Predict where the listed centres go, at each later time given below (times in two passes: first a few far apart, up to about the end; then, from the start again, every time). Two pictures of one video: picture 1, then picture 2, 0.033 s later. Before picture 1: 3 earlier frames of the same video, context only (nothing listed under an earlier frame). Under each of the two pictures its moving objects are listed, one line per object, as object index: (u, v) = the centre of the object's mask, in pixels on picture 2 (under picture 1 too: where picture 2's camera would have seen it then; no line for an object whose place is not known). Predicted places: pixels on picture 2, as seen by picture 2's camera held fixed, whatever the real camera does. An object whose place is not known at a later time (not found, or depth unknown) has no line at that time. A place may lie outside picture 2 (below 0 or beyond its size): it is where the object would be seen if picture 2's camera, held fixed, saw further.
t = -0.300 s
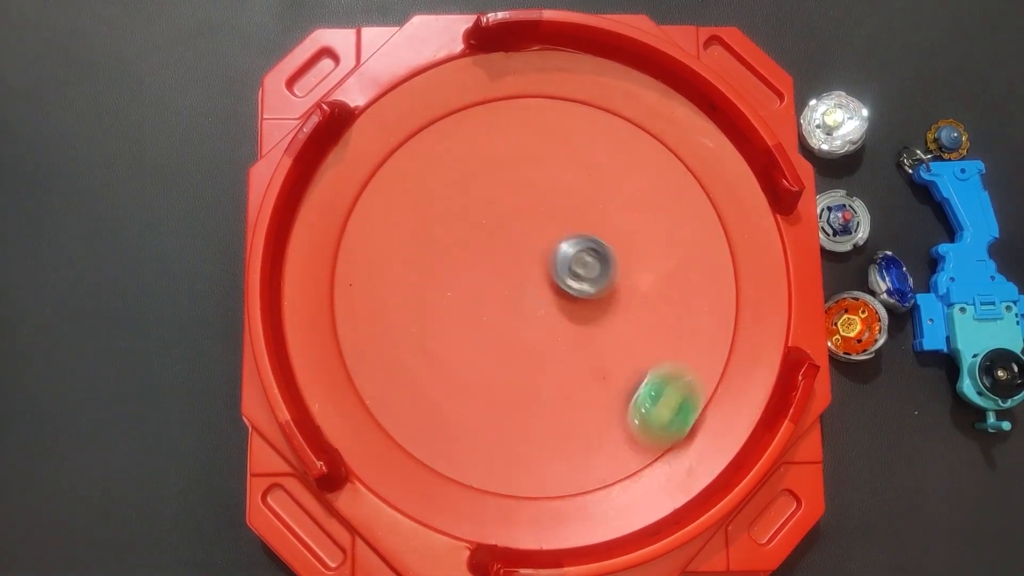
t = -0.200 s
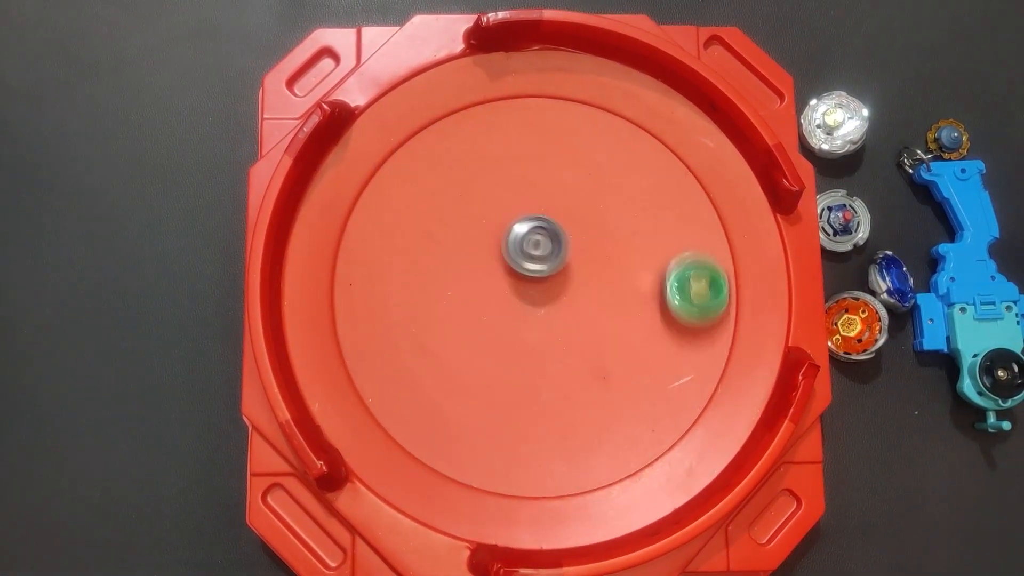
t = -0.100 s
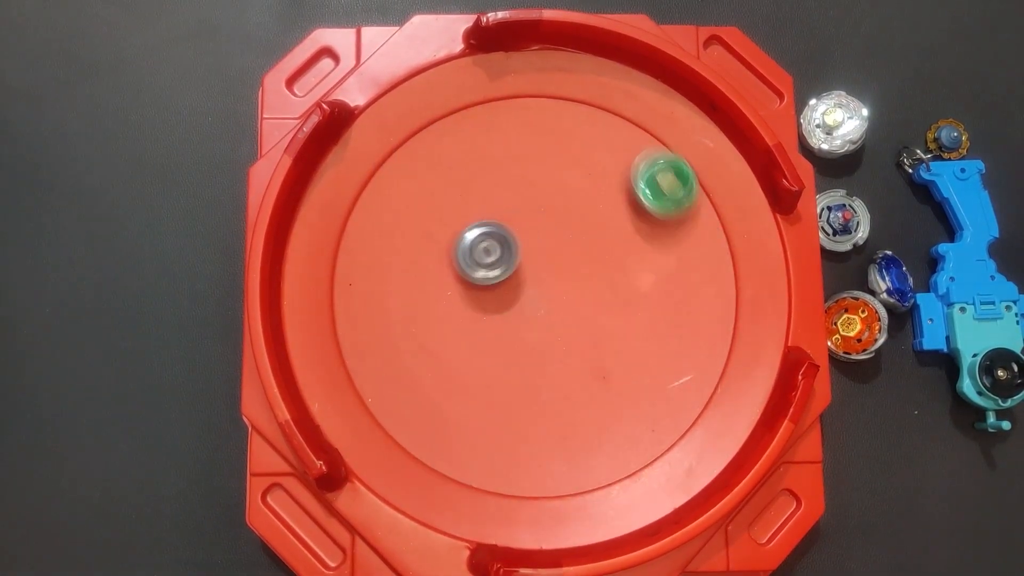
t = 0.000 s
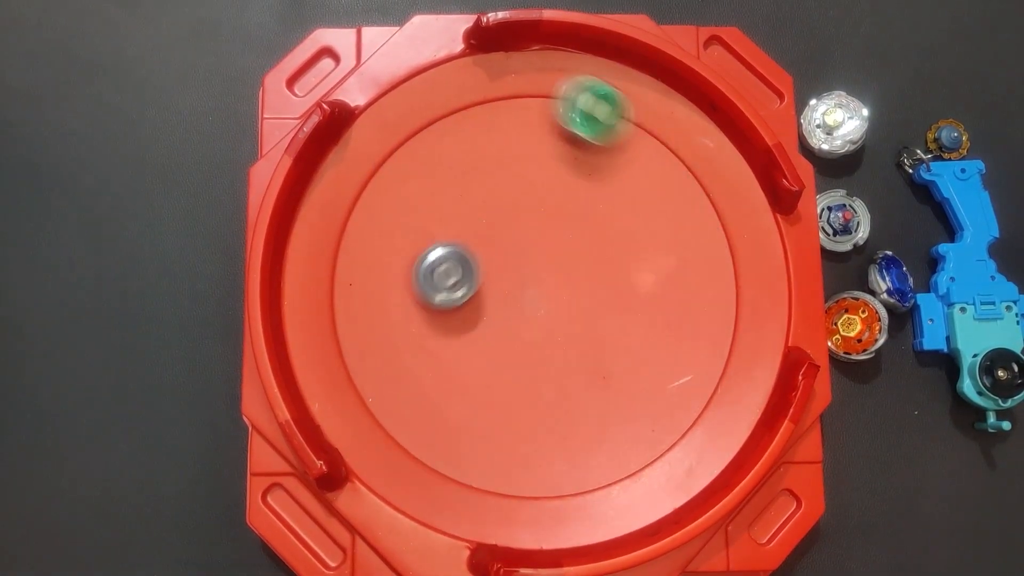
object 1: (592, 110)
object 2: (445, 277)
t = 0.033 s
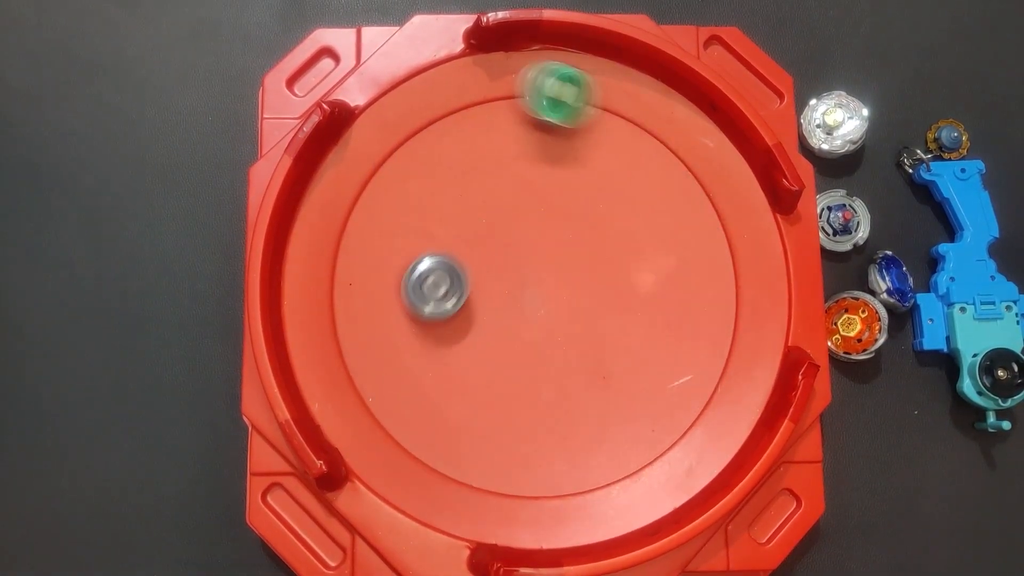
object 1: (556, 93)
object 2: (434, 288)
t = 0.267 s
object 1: (352, 223)
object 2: (458, 380)
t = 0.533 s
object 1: (511, 428)
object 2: (551, 318)
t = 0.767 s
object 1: (695, 279)
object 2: (506, 231)
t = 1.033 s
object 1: (560, 84)
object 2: (438, 261)
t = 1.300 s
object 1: (381, 281)
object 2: (514, 295)
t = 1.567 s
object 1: (616, 424)
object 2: (541, 216)
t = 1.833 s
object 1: (721, 210)
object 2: (502, 238)
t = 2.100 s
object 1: (481, 148)
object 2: (553, 269)
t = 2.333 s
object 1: (419, 372)
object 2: (569, 246)
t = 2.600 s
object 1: (662, 436)
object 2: (564, 274)
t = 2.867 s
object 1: (670, 197)
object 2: (576, 306)
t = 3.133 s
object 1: (420, 185)
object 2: (595, 304)
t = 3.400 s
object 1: (398, 425)
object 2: (546, 306)
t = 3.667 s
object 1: (626, 404)
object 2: (547, 340)
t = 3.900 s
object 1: (636, 204)
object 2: (546, 328)
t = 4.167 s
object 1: (426, 150)
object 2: (534, 316)
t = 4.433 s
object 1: (399, 362)
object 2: (515, 302)
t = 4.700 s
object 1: (632, 356)
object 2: (522, 308)
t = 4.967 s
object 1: (636, 147)
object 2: (520, 291)
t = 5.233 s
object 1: (449, 162)
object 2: (526, 286)
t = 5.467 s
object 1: (448, 332)
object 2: (527, 274)
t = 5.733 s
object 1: (639, 369)
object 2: (535, 271)
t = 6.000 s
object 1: (647, 197)
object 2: (538, 263)
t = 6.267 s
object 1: (462, 223)
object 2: (544, 273)
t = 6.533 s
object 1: (489, 400)
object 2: (562, 276)
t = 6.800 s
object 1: (624, 356)
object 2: (554, 290)
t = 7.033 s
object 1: (584, 236)
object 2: (554, 314)
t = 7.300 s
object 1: (447, 261)
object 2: (548, 319)
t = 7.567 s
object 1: (489, 370)
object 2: (537, 322)
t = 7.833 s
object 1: (579, 347)
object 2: (541, 292)
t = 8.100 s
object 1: (625, 254)
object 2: (463, 263)
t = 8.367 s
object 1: (586, 161)
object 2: (388, 310)
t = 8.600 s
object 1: (499, 236)
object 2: (431, 332)
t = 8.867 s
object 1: (561, 326)
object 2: (463, 321)
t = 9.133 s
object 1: (632, 313)
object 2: (506, 282)
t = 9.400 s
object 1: (609, 267)
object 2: (528, 243)
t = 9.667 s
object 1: (591, 285)
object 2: (508, 218)
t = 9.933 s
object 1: (558, 318)
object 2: (509, 233)
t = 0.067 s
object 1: (520, 89)
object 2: (428, 301)
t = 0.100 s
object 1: (484, 95)
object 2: (425, 316)
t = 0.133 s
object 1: (445, 116)
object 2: (424, 331)
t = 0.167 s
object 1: (414, 137)
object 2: (428, 346)
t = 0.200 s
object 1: (386, 158)
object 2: (436, 360)
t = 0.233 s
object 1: (366, 188)
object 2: (445, 372)
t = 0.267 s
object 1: (352, 223)
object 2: (458, 380)
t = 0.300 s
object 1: (344, 259)
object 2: (473, 383)
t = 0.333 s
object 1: (344, 294)
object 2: (489, 383)
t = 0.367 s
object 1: (354, 330)
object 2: (506, 380)
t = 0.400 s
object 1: (374, 365)
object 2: (521, 373)
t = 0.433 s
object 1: (401, 393)
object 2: (533, 362)
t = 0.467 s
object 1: (435, 413)
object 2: (543, 348)
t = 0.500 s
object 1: (472, 425)
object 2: (549, 333)
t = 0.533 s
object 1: (511, 428)
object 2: (551, 318)
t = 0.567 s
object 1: (550, 423)
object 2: (551, 302)
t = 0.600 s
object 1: (586, 411)
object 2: (549, 285)
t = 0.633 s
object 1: (618, 393)
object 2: (544, 271)
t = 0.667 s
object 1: (646, 369)
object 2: (538, 257)
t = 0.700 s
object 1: (668, 342)
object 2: (530, 244)
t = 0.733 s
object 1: (685, 311)
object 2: (520, 238)
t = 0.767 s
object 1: (695, 279)
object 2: (506, 231)
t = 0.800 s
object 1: (699, 245)
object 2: (492, 228)
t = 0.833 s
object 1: (698, 211)
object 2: (479, 227)
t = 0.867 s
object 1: (690, 179)
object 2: (468, 229)
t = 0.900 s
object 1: (676, 148)
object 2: (458, 234)
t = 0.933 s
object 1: (652, 123)
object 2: (450, 242)
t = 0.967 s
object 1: (623, 103)
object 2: (442, 249)
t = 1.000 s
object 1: (594, 92)
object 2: (438, 252)
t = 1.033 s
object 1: (560, 84)
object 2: (438, 261)
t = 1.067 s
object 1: (524, 83)
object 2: (441, 272)
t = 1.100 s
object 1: (488, 91)
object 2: (447, 286)
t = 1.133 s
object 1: (455, 106)
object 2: (455, 293)
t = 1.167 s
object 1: (423, 136)
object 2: (463, 297)
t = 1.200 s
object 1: (400, 169)
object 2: (475, 300)
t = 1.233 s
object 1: (385, 204)
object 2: (490, 301)
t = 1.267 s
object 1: (378, 243)
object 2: (503, 299)
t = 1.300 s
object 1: (381, 281)
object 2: (514, 295)
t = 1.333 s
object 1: (392, 319)
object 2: (524, 290)
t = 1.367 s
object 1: (411, 352)
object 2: (532, 278)
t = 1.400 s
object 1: (438, 381)
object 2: (539, 268)
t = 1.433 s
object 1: (469, 403)
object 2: (544, 261)
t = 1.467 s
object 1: (504, 419)
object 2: (548, 248)
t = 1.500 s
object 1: (542, 428)
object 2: (549, 237)
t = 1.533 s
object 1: (579, 429)
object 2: (546, 226)
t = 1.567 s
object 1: (616, 424)
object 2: (541, 216)
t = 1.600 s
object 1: (649, 412)
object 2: (533, 210)
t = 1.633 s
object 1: (680, 393)
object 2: (525, 208)
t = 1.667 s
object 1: (706, 370)
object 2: (518, 209)
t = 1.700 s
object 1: (726, 342)
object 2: (512, 211)
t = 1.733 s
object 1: (739, 310)
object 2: (507, 215)
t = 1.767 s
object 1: (741, 276)
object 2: (503, 222)
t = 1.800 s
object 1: (735, 242)
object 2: (502, 230)
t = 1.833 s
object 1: (721, 210)
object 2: (502, 238)
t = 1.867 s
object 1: (696, 182)
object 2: (505, 247)
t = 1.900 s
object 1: (670, 157)
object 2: (509, 256)
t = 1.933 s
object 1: (644, 139)
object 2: (515, 261)
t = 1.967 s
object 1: (614, 127)
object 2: (523, 266)
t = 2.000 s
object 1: (579, 122)
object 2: (531, 270)
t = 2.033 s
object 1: (545, 123)
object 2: (539, 271)
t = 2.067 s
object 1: (512, 132)
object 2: (546, 270)
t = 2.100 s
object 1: (481, 148)
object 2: (553, 269)
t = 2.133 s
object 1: (455, 171)
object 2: (559, 266)
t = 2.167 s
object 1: (433, 198)
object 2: (564, 263)
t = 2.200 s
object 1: (417, 230)
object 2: (567, 260)
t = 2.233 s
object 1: (407, 264)
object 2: (568, 257)
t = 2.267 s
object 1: (403, 301)
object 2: (568, 253)
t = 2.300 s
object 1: (408, 336)
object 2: (568, 250)
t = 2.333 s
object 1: (419, 372)
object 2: (569, 246)
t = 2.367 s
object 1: (438, 402)
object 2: (569, 245)
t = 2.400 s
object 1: (463, 428)
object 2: (569, 244)
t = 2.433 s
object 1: (493, 449)
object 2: (568, 246)
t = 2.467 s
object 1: (527, 461)
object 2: (565, 251)
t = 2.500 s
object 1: (562, 466)
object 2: (562, 256)
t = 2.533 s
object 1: (597, 464)
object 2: (560, 262)
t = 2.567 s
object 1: (631, 454)
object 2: (561, 269)
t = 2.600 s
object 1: (662, 436)
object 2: (564, 274)
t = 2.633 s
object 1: (690, 408)
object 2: (568, 280)
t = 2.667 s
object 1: (707, 380)
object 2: (572, 284)
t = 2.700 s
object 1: (717, 349)
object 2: (575, 288)
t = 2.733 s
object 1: (720, 314)
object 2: (577, 292)
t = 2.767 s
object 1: (716, 282)
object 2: (576, 297)
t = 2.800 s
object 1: (707, 251)
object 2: (574, 300)
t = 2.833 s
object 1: (691, 223)
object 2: (574, 303)
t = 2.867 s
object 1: (670, 197)
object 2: (576, 306)
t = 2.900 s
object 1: (644, 175)
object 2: (579, 311)
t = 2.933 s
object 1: (615, 159)
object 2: (581, 315)
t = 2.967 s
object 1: (583, 148)
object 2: (583, 316)
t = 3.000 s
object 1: (548, 143)
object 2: (586, 315)
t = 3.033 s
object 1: (513, 144)
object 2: (590, 311)
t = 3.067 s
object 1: (481, 151)
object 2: (594, 309)
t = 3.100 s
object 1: (448, 166)
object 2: (596, 307)
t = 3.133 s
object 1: (420, 185)
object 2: (595, 304)
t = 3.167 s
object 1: (395, 208)
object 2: (591, 300)
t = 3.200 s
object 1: (375, 236)
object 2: (585, 296)
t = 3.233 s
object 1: (362, 265)
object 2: (579, 292)
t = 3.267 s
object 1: (355, 297)
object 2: (572, 291)
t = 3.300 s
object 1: (354, 332)
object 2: (565, 293)
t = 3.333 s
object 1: (361, 367)
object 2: (557, 297)
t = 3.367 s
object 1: (376, 399)
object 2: (550, 301)
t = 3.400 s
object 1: (398, 425)
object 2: (546, 306)
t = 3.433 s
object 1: (424, 444)
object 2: (544, 310)
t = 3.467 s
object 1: (452, 456)
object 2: (542, 313)
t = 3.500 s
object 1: (482, 461)
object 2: (542, 317)
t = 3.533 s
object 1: (513, 461)
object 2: (543, 322)
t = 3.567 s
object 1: (545, 455)
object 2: (545, 327)
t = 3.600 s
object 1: (575, 444)
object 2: (546, 332)
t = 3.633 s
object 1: (603, 426)
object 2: (546, 336)
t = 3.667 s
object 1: (626, 404)
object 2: (547, 340)
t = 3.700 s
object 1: (644, 378)
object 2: (549, 344)
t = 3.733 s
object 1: (656, 350)
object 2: (552, 345)
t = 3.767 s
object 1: (663, 319)
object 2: (554, 343)
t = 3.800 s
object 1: (664, 289)
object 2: (555, 338)
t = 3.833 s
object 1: (660, 258)
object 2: (552, 333)
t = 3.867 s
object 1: (651, 230)
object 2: (549, 331)
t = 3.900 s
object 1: (636, 204)
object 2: (546, 328)
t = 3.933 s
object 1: (617, 181)
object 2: (543, 327)
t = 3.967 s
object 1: (594, 161)
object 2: (540, 326)
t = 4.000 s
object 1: (572, 147)
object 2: (538, 325)
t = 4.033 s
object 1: (542, 135)
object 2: (537, 325)
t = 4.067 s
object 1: (513, 130)
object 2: (536, 323)
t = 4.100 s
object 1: (482, 131)
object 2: (536, 321)
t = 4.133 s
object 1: (452, 137)
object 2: (535, 319)
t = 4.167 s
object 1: (426, 150)
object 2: (534, 316)
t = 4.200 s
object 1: (405, 166)
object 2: (532, 313)
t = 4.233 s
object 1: (386, 188)
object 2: (531, 310)
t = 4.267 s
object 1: (371, 213)
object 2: (529, 308)
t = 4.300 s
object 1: (362, 243)
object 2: (527, 305)
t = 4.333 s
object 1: (361, 275)
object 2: (524, 304)
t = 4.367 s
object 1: (366, 306)
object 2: (521, 302)
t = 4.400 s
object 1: (379, 336)
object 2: (518, 301)
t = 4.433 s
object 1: (399, 362)
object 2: (515, 302)
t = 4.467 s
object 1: (425, 383)
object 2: (514, 303)
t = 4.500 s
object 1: (455, 398)
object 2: (513, 305)
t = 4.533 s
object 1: (486, 405)
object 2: (514, 306)
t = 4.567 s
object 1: (519, 407)
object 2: (515, 307)
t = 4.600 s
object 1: (551, 402)
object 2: (517, 308)
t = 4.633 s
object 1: (582, 391)
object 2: (519, 309)
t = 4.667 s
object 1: (609, 376)
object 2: (521, 309)
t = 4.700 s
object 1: (632, 356)
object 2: (522, 308)
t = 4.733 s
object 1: (651, 331)
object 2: (522, 307)
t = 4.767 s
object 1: (664, 305)
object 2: (521, 305)
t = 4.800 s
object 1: (674, 278)
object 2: (521, 302)
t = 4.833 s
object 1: (677, 249)
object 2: (521, 299)
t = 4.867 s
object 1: (675, 221)
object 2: (520, 296)
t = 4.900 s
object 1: (667, 195)
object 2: (520, 294)
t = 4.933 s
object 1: (654, 169)
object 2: (520, 292)
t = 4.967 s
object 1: (636, 147)
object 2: (520, 291)
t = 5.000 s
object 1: (614, 130)
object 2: (520, 290)
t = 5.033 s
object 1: (589, 118)
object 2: (520, 290)
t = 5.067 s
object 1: (558, 112)
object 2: (521, 291)
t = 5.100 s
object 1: (529, 113)
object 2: (523, 292)
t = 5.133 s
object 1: (504, 119)
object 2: (525, 291)
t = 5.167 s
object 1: (481, 130)
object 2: (526, 289)
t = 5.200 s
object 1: (463, 145)
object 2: (526, 287)
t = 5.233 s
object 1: (449, 162)
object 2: (526, 286)
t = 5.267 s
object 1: (439, 180)
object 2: (526, 284)
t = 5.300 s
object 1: (431, 199)
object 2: (525, 282)
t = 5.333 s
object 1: (427, 222)
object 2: (525, 281)
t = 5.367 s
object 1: (425, 249)
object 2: (525, 279)
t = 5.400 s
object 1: (427, 277)
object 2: (526, 277)
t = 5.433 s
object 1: (434, 306)
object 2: (527, 275)
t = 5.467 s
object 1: (448, 332)
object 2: (527, 274)
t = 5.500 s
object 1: (467, 354)
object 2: (527, 273)
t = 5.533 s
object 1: (487, 371)
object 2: (528, 272)
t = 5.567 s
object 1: (512, 384)
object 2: (529, 272)
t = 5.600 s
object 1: (541, 392)
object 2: (530, 273)
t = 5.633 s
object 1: (567, 393)
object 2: (531, 272)
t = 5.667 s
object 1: (593, 391)
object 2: (532, 272)
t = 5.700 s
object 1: (618, 382)
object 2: (534, 272)
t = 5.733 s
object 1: (639, 369)
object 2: (535, 271)
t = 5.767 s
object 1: (657, 352)
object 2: (536, 270)
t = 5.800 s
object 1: (671, 332)
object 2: (536, 269)
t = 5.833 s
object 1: (680, 311)
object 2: (537, 268)
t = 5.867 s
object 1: (685, 287)
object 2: (538, 267)
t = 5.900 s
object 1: (684, 263)
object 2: (538, 265)
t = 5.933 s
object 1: (677, 239)
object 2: (538, 265)
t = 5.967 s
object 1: (664, 216)
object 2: (538, 263)
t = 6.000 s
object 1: (647, 197)
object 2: (538, 263)
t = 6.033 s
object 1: (627, 183)
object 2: (538, 262)
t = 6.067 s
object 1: (603, 173)
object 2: (537, 261)
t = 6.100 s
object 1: (577, 170)
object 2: (536, 261)
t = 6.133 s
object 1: (552, 171)
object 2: (536, 263)
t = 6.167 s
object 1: (525, 177)
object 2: (537, 265)
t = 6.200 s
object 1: (501, 189)
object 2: (538, 268)
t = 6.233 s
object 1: (481, 203)
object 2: (541, 270)
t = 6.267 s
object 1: (462, 223)
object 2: (544, 273)
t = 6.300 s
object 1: (449, 246)
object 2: (547, 275)
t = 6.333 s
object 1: (441, 269)
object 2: (550, 277)
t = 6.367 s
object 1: (436, 294)
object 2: (554, 278)
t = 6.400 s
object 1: (437, 320)
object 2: (556, 278)
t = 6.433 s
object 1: (444, 345)
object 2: (559, 278)
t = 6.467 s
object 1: (454, 367)
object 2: (561, 278)
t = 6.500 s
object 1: (470, 386)
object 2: (562, 277)
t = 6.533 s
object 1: (489, 400)
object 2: (562, 276)
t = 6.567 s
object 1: (510, 409)
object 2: (561, 275)
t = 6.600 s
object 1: (532, 413)
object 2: (560, 274)
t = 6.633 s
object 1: (551, 413)
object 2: (558, 275)
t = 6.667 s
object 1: (571, 408)
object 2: (557, 277)
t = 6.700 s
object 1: (588, 399)
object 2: (556, 280)
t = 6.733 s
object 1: (603, 388)
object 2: (555, 283)
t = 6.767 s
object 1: (615, 372)
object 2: (555, 287)
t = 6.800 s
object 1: (624, 356)
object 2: (554, 290)
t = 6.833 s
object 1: (630, 336)
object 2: (554, 294)
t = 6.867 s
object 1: (631, 317)
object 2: (553, 298)
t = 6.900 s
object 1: (629, 298)
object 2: (553, 302)
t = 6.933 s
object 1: (623, 279)
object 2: (553, 305)
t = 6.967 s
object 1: (613, 262)
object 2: (553, 309)
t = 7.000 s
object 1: (600, 247)
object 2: (553, 312)
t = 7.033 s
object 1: (584, 236)
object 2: (554, 314)
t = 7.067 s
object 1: (566, 226)
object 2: (554, 316)
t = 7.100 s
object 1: (546, 220)
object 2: (555, 317)
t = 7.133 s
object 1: (528, 218)
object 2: (555, 318)
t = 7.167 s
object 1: (508, 219)
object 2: (554, 319)
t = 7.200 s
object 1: (488, 226)
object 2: (553, 319)
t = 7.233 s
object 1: (472, 234)
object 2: (551, 319)
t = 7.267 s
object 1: (457, 246)
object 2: (550, 319)
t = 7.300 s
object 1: (447, 261)
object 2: (548, 319)
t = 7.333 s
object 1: (440, 276)
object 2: (547, 319)
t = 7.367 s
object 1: (436, 294)
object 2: (545, 320)
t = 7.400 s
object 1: (437, 312)
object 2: (543, 320)
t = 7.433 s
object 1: (443, 330)
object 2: (540, 320)
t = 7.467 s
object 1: (453, 345)
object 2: (538, 321)
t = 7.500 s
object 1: (464, 355)
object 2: (536, 323)
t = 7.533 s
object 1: (478, 364)
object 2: (536, 323)
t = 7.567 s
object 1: (489, 370)
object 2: (537, 322)
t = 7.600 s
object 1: (498, 378)
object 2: (543, 316)
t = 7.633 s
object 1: (510, 381)
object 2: (546, 311)
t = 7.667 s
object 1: (524, 382)
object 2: (548, 307)
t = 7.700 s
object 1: (538, 379)
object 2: (549, 304)
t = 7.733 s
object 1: (550, 375)
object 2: (548, 301)
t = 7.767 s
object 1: (562, 366)
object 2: (547, 298)
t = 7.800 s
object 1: (571, 357)
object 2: (545, 296)
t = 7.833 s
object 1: (579, 347)
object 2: (541, 292)
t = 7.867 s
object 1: (586, 338)
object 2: (537, 286)
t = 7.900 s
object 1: (591, 325)
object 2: (533, 281)
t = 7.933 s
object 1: (593, 313)
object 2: (529, 278)
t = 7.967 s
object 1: (593, 299)
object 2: (526, 276)
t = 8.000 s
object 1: (591, 286)
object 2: (523, 275)
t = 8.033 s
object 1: (591, 273)
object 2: (520, 271)
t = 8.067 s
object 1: (609, 264)
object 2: (488, 267)
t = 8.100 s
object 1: (625, 254)
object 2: (463, 263)
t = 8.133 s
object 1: (636, 241)
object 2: (445, 263)
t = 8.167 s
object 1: (639, 226)
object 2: (429, 265)
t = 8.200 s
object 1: (639, 210)
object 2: (418, 268)
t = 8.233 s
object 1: (635, 195)
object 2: (407, 276)
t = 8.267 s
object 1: (628, 181)
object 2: (400, 283)
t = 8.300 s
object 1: (617, 172)
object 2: (393, 294)
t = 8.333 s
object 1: (603, 164)
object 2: (389, 301)
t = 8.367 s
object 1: (586, 161)
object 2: (388, 310)
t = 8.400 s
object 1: (570, 162)
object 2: (390, 319)
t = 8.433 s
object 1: (553, 167)
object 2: (394, 326)
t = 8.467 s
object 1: (537, 175)
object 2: (400, 331)
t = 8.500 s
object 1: (524, 187)
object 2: (407, 333)
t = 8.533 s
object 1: (512, 202)
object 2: (415, 333)
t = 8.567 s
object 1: (505, 217)
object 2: (423, 333)
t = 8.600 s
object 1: (499, 236)
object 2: (431, 332)
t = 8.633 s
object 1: (497, 254)
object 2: (439, 331)
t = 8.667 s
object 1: (498, 273)
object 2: (446, 329)
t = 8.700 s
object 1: (505, 285)
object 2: (446, 330)
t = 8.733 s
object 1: (517, 295)
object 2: (445, 332)
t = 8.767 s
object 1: (530, 304)
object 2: (448, 331)
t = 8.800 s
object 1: (542, 313)
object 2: (453, 328)
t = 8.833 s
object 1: (552, 321)
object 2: (457, 326)
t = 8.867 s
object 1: (561, 326)
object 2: (463, 321)
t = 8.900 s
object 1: (572, 331)
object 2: (468, 313)
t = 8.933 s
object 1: (581, 334)
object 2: (474, 308)
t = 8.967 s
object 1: (591, 334)
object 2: (480, 307)
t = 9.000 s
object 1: (601, 335)
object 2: (486, 302)
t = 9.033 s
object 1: (611, 332)
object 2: (491, 297)
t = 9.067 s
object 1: (621, 329)
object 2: (496, 292)
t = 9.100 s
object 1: (628, 323)
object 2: (501, 287)
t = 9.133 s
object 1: (632, 313)
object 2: (506, 282)
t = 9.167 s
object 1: (634, 303)
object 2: (511, 277)
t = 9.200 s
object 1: (635, 292)
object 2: (517, 273)
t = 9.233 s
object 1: (634, 281)
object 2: (523, 268)
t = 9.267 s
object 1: (632, 275)
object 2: (528, 263)
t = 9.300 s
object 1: (625, 270)
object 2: (532, 258)
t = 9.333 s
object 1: (616, 264)
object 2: (536, 255)
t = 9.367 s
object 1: (607, 262)
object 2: (539, 251)
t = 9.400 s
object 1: (609, 267)
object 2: (528, 243)
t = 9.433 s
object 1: (610, 273)
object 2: (521, 236)
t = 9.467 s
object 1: (609, 276)
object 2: (516, 230)
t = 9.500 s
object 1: (607, 277)
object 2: (514, 226)
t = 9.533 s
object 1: (604, 276)
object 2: (512, 224)
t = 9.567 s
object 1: (602, 276)
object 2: (511, 222)
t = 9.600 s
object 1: (599, 278)
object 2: (511, 221)
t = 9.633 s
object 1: (595, 281)
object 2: (510, 220)
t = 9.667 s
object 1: (591, 285)
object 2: (508, 218)
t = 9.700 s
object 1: (587, 289)
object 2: (506, 217)
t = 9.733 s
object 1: (582, 293)
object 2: (505, 216)
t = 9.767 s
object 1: (578, 297)
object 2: (503, 216)
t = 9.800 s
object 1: (574, 301)
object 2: (502, 218)
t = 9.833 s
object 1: (570, 307)
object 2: (503, 221)
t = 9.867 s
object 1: (566, 310)
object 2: (504, 224)
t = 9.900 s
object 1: (562, 314)
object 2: (506, 228)
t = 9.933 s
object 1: (558, 318)
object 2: (509, 233)
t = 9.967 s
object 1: (555, 321)
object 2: (511, 237)
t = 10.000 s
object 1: (552, 323)
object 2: (514, 242)
